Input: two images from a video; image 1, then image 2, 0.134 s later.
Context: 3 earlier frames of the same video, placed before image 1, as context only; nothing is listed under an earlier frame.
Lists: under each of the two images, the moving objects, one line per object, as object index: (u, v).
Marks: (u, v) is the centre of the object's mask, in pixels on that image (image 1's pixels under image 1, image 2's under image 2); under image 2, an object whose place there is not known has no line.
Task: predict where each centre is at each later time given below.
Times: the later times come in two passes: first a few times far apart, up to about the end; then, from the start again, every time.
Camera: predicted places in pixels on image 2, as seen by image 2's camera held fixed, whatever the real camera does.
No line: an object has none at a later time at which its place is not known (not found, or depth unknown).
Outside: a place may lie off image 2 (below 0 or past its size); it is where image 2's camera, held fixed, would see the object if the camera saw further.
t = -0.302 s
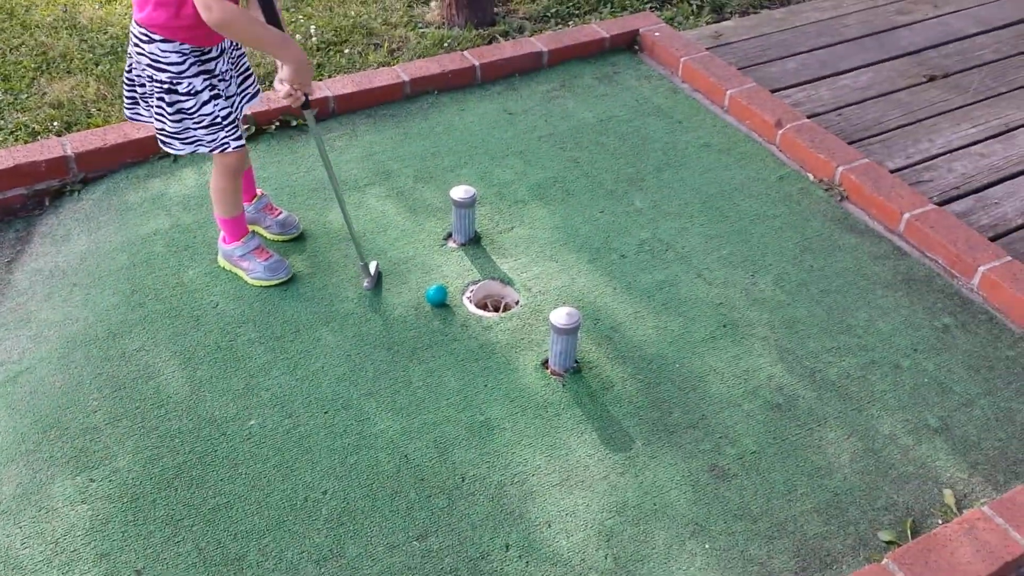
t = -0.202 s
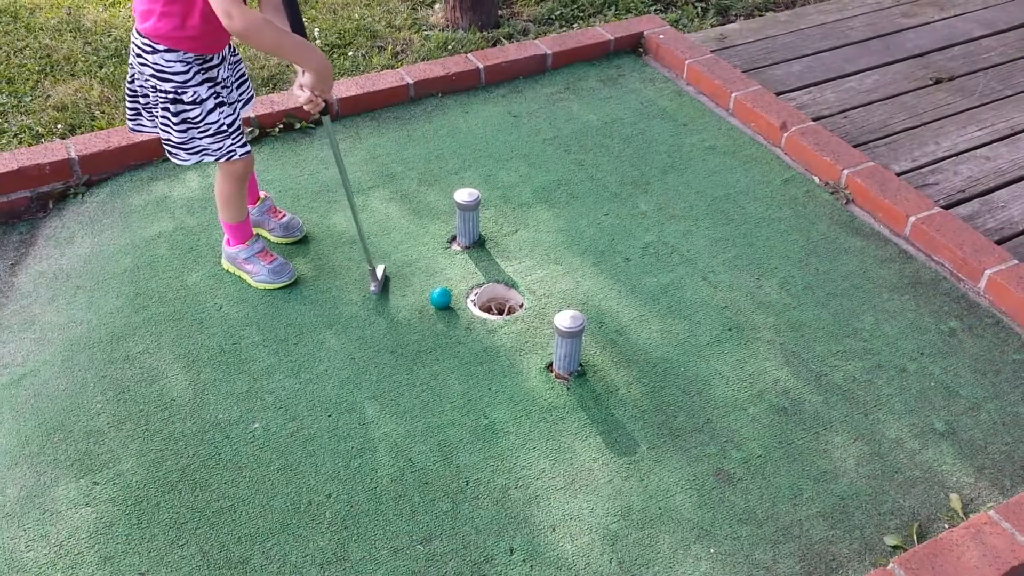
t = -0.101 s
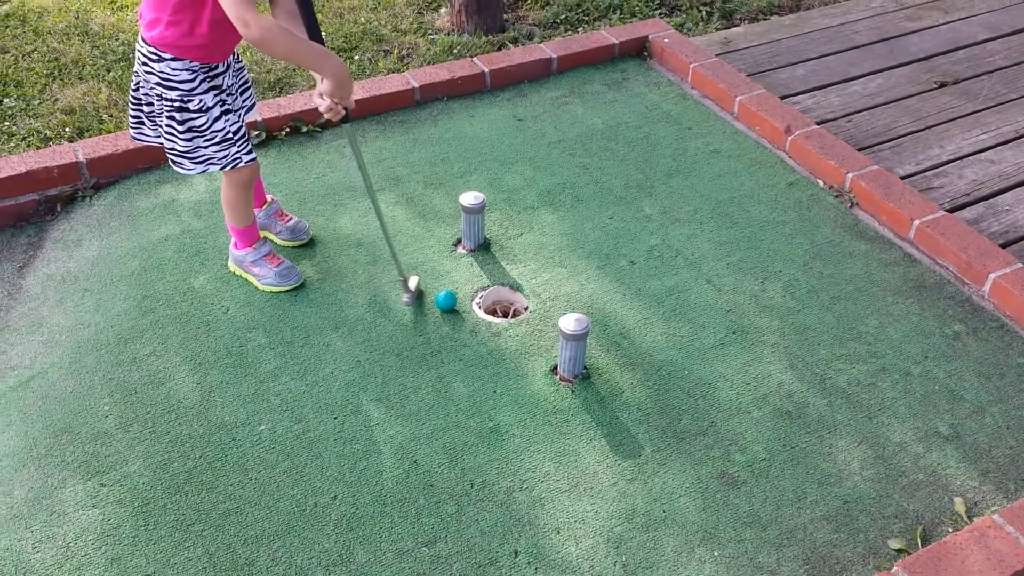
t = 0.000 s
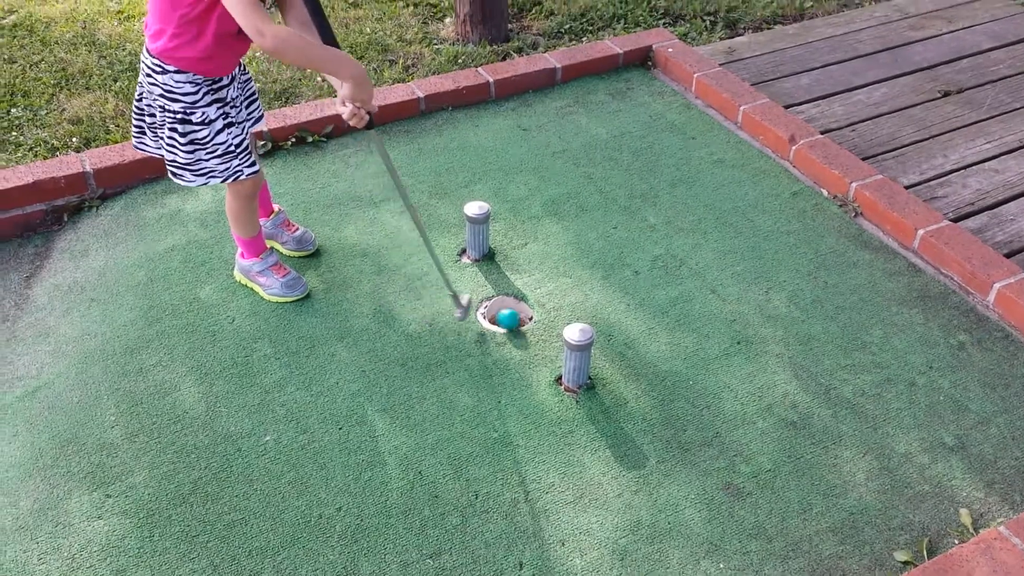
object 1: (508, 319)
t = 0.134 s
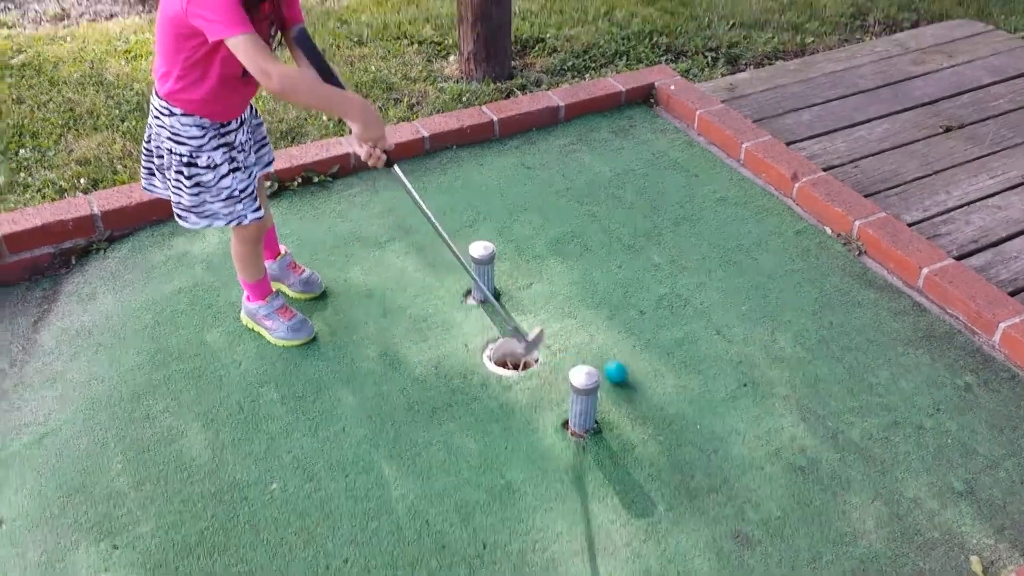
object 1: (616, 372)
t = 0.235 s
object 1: (692, 383)
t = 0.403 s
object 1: (818, 397)
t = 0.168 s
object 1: (640, 375)
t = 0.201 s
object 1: (667, 379)
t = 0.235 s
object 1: (692, 383)
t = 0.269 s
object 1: (717, 385)
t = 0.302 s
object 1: (742, 390)
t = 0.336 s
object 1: (768, 393)
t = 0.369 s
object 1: (793, 396)
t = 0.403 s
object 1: (818, 397)
